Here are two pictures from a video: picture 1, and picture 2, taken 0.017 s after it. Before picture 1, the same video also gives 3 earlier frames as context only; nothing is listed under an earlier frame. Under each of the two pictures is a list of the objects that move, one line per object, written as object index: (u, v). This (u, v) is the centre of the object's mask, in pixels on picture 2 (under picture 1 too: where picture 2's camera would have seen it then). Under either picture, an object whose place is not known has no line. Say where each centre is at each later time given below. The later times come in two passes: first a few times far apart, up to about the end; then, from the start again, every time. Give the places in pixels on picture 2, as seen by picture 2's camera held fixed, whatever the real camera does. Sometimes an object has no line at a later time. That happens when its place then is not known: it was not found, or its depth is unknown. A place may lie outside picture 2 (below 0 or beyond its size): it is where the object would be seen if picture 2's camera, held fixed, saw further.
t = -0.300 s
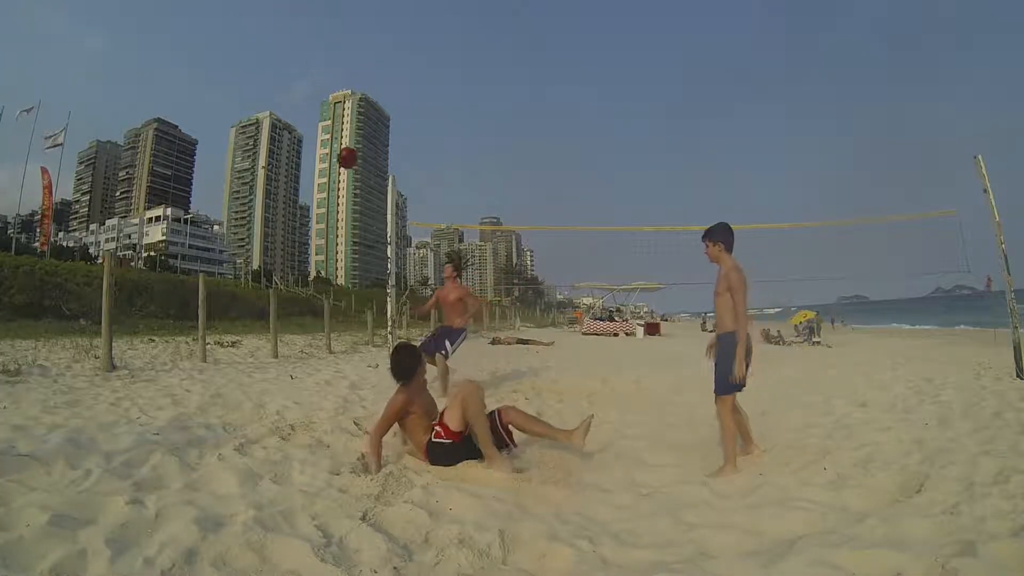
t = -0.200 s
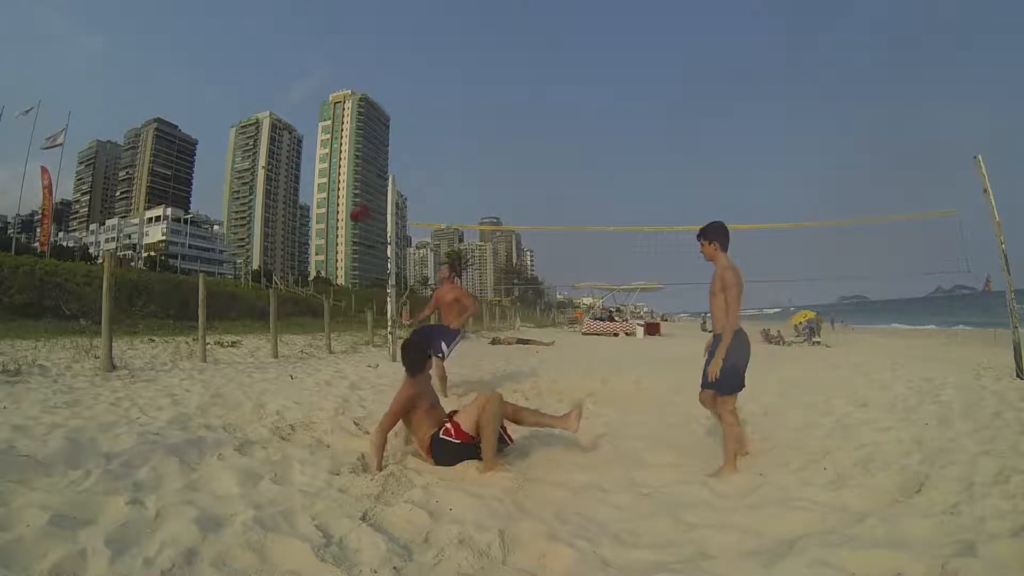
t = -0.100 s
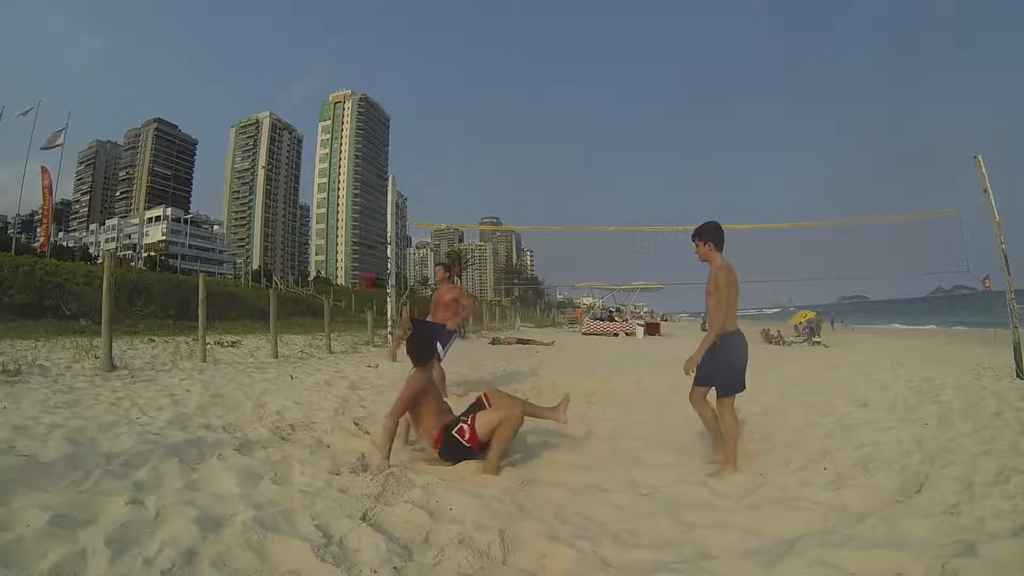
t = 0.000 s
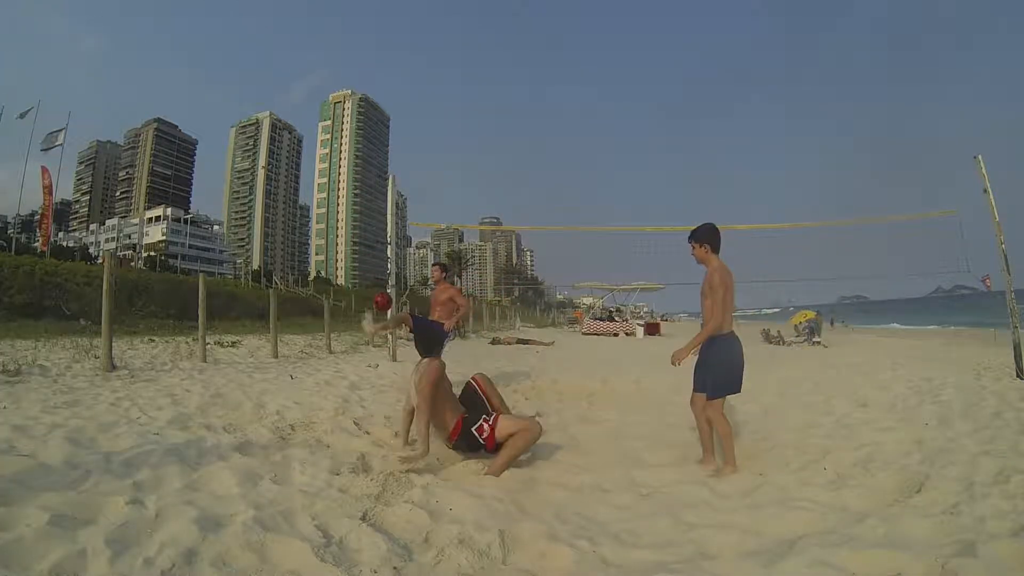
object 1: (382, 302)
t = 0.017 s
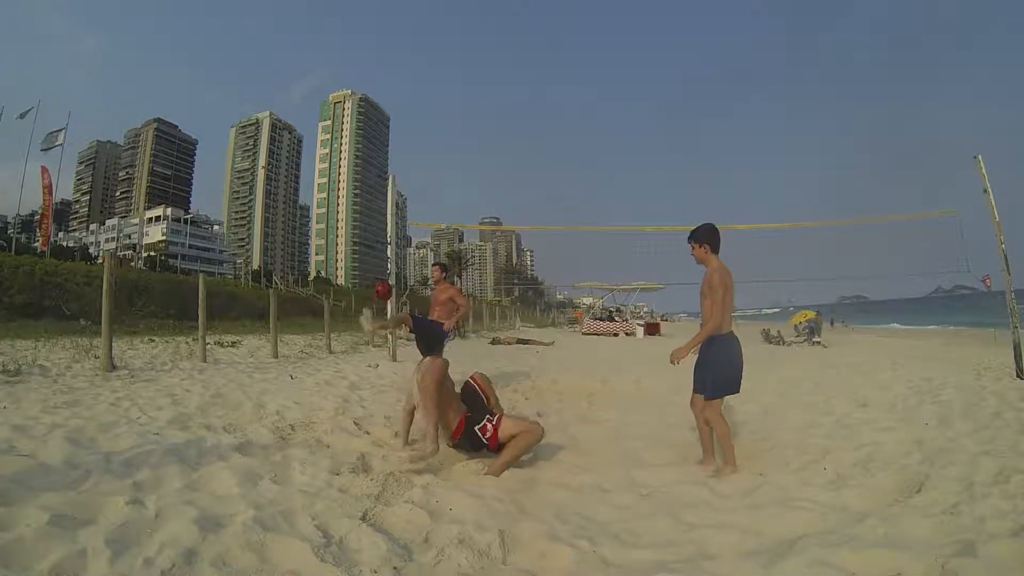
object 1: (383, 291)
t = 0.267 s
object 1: (396, 151)
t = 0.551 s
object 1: (414, 42)
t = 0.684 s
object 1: (422, 10)
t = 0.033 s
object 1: (384, 281)
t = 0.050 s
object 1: (385, 271)
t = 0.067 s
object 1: (385, 262)
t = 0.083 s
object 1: (385, 252)
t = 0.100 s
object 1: (386, 240)
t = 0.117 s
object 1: (386, 231)
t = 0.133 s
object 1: (389, 222)
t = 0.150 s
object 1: (391, 213)
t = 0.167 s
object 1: (391, 203)
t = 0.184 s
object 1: (391, 194)
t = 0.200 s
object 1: (392, 185)
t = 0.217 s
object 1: (393, 177)
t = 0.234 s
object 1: (394, 167)
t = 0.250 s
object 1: (395, 159)
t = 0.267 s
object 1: (396, 151)
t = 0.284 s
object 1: (397, 144)
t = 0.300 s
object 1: (398, 135)
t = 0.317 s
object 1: (399, 128)
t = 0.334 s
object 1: (400, 120)
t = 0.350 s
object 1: (401, 113)
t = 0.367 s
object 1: (402, 106)
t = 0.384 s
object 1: (403, 99)
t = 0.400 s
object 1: (404, 93)
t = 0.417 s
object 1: (405, 86)
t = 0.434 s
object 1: (406, 80)
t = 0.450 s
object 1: (407, 74)
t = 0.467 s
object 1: (408, 68)
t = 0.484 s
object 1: (409, 62)
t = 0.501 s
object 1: (410, 57)
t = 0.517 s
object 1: (411, 52)
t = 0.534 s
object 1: (412, 47)
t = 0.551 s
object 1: (414, 42)
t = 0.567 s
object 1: (415, 37)
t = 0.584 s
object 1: (416, 32)
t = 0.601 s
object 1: (417, 28)
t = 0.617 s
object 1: (418, 24)
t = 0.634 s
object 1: (419, 20)
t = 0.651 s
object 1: (420, 15)
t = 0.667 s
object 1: (421, 12)
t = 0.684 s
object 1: (422, 10)
